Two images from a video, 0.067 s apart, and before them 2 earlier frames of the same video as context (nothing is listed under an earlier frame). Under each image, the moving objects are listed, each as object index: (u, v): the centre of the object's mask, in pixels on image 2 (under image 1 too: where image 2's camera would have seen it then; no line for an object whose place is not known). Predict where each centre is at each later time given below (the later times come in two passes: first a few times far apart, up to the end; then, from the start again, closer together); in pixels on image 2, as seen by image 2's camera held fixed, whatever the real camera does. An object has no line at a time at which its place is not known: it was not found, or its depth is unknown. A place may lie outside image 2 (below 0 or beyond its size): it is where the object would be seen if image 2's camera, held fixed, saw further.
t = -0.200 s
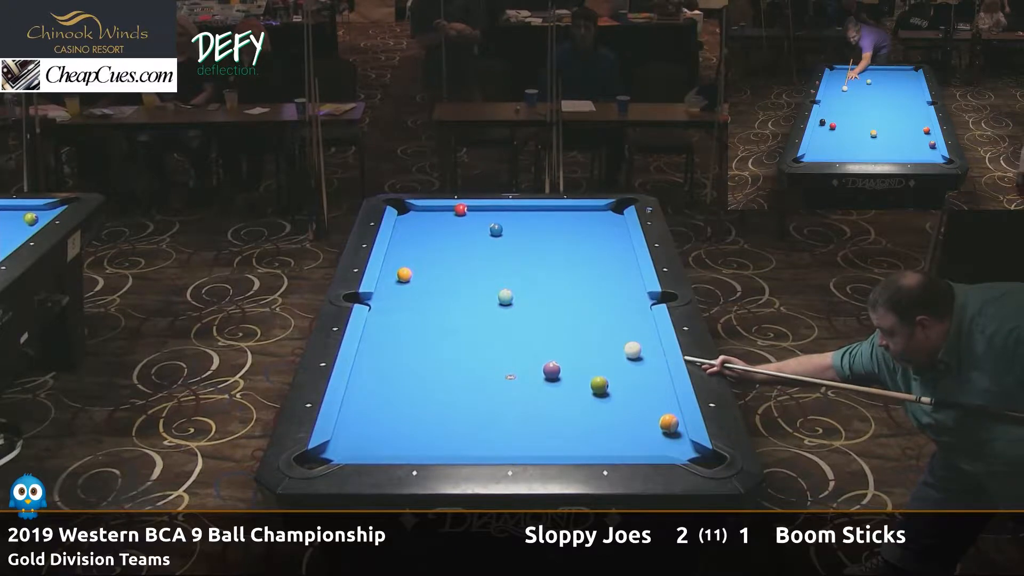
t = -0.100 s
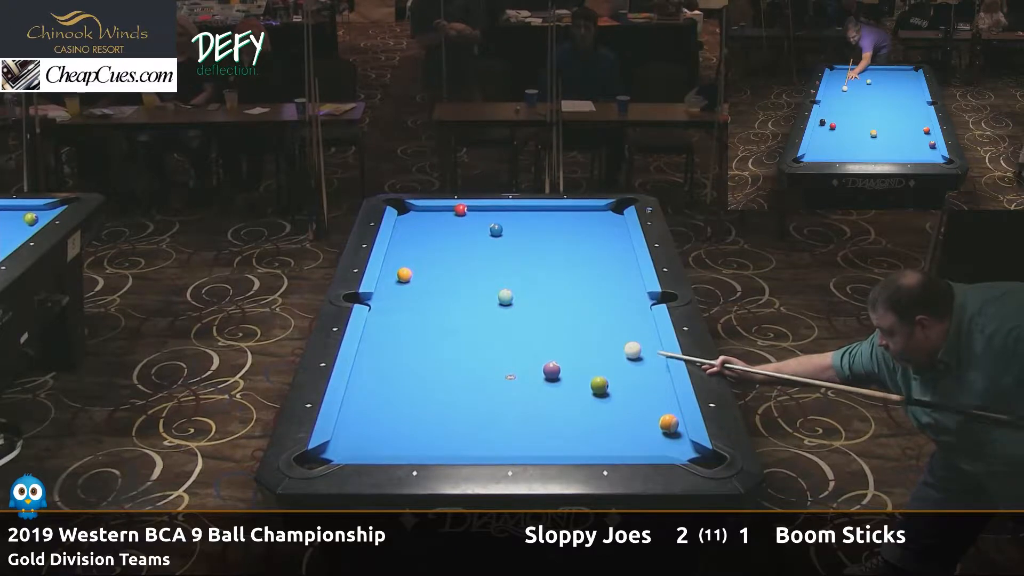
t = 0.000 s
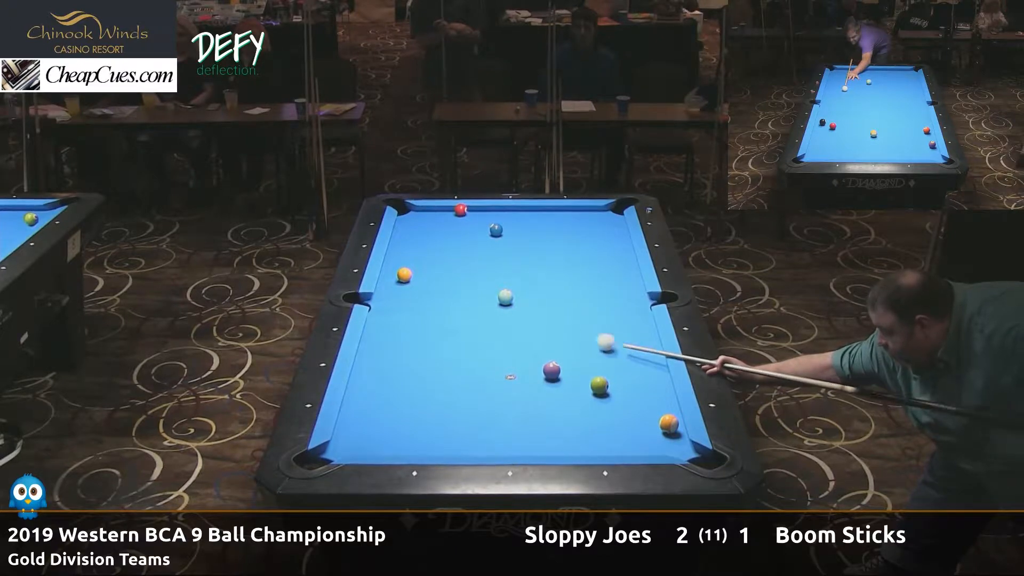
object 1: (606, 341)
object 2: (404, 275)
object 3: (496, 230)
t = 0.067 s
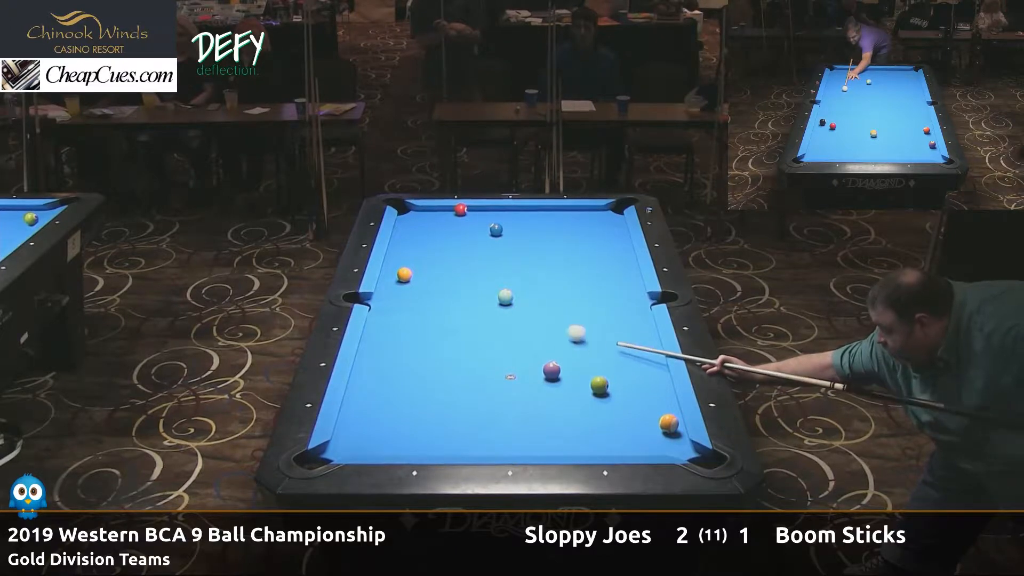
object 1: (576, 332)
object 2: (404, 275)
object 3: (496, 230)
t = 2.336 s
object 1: (577, 238)
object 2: (436, 213)
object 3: (496, 230)
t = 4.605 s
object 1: (476, 238)
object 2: (439, 224)
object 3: (468, 222)
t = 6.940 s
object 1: (472, 240)
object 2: (440, 224)
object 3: (463, 222)
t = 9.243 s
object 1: (472, 240)
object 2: (439, 224)
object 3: (463, 222)
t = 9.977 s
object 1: (472, 240)
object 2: (440, 224)
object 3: (463, 222)
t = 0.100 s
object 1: (562, 329)
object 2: (404, 275)
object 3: (496, 230)
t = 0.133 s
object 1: (549, 325)
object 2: (404, 275)
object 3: (496, 230)
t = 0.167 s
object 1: (536, 321)
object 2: (404, 275)
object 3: (496, 230)
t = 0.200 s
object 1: (522, 317)
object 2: (404, 275)
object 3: (496, 230)
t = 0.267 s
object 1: (497, 309)
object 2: (404, 275)
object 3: (496, 230)
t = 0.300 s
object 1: (485, 306)
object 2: (404, 275)
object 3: (496, 230)
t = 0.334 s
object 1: (473, 302)
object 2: (404, 275)
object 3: (496, 230)
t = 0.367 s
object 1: (460, 298)
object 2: (404, 275)
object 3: (496, 230)
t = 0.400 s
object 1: (449, 295)
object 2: (404, 275)
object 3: (496, 230)
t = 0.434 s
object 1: (437, 291)
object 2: (404, 275)
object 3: (496, 230)
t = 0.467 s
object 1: (426, 288)
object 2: (404, 275)
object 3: (496, 230)
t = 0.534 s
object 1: (404, 282)
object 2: (404, 272)
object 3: (496, 230)
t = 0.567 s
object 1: (392, 280)
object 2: (405, 273)
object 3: (496, 230)
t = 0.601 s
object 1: (387, 279)
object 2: (406, 272)
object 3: (496, 230)
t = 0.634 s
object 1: (396, 278)
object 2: (407, 270)
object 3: (496, 230)
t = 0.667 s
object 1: (404, 277)
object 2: (408, 266)
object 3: (496, 230)
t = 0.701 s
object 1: (413, 276)
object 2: (407, 265)
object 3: (496, 230)
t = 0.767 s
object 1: (427, 273)
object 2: (410, 265)
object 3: (496, 230)
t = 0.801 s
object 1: (434, 272)
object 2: (410, 263)
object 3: (496, 230)
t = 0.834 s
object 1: (441, 271)
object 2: (411, 262)
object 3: (496, 230)
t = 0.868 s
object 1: (448, 270)
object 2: (412, 260)
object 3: (496, 230)
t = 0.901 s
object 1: (454, 269)
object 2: (413, 259)
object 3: (496, 230)
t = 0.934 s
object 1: (461, 268)
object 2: (413, 258)
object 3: (496, 230)
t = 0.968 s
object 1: (468, 267)
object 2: (414, 256)
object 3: (496, 230)
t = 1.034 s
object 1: (481, 265)
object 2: (416, 254)
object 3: (496, 230)
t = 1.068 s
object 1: (487, 264)
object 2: (416, 252)
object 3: (496, 230)
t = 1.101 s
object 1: (494, 263)
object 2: (417, 251)
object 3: (496, 230)
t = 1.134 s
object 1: (500, 262)
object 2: (418, 250)
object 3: (496, 230)
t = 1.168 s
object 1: (507, 261)
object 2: (418, 248)
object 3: (496, 230)
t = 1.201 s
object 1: (513, 260)
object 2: (419, 247)
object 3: (496, 230)
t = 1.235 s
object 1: (520, 259)
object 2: (419, 246)
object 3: (496, 230)
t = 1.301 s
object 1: (532, 257)
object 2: (421, 244)
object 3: (496, 230)
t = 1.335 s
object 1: (538, 256)
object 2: (421, 242)
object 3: (496, 230)
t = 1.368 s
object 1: (544, 255)
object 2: (422, 241)
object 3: (496, 230)
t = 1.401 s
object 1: (551, 254)
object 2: (423, 240)
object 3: (496, 230)
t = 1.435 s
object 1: (556, 253)
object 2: (423, 239)
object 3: (496, 230)
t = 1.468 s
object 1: (562, 252)
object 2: (424, 238)
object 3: (496, 230)
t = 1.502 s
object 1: (568, 251)
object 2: (425, 237)
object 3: (496, 230)
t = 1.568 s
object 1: (580, 249)
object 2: (426, 235)
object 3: (496, 230)
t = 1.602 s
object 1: (585, 248)
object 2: (426, 233)
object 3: (496, 230)
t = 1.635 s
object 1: (591, 247)
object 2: (427, 233)
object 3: (496, 230)
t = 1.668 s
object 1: (597, 247)
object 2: (427, 231)
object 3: (496, 230)
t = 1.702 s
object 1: (603, 246)
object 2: (428, 230)
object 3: (496, 230)
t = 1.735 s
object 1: (608, 245)
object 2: (428, 229)
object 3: (496, 230)
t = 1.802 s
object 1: (619, 243)
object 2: (429, 228)
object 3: (496, 230)
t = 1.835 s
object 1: (624, 242)
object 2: (430, 227)
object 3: (496, 230)
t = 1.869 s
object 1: (622, 242)
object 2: (430, 225)
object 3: (496, 230)
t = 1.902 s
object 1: (618, 242)
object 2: (431, 225)
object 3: (496, 230)
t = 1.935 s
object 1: (615, 242)
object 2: (431, 224)
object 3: (496, 230)
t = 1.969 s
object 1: (612, 241)
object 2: (432, 223)
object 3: (496, 230)
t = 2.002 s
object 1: (608, 241)
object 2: (432, 222)
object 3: (496, 230)
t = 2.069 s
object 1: (602, 240)
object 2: (433, 220)
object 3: (496, 230)
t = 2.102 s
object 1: (599, 240)
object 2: (433, 220)
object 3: (496, 230)
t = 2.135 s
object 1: (596, 240)
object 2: (434, 218)
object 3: (496, 230)
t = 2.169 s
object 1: (592, 239)
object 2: (434, 218)
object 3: (496, 230)
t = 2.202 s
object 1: (589, 239)
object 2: (435, 217)
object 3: (496, 230)
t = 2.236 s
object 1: (586, 239)
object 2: (435, 216)
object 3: (496, 230)
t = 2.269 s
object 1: (583, 239)
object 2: (435, 215)
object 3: (496, 230)
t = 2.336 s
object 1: (577, 238)
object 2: (436, 213)
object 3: (496, 230)
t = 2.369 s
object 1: (574, 238)
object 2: (436, 213)
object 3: (496, 230)
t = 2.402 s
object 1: (571, 238)
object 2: (437, 212)
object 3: (496, 230)
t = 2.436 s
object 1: (568, 237)
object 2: (437, 211)
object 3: (496, 230)
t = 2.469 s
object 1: (565, 237)
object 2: (437, 211)
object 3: (496, 230)
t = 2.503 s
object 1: (563, 237)
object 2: (438, 210)
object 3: (496, 230)
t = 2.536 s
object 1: (560, 237)
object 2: (438, 209)
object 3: (496, 230)
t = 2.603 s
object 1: (554, 236)
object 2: (438, 209)
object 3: (496, 230)
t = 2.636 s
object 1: (552, 236)
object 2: (438, 210)
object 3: (496, 230)
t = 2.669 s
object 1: (549, 236)
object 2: (438, 210)
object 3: (496, 230)
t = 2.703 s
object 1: (546, 236)
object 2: (438, 211)
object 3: (496, 230)
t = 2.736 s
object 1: (543, 236)
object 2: (438, 211)
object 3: (496, 230)
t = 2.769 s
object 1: (540, 235)
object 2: (438, 211)
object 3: (496, 230)
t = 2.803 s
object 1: (538, 235)
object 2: (438, 211)
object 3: (496, 230)
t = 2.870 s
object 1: (532, 235)
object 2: (438, 212)
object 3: (496, 230)
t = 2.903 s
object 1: (530, 235)
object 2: (438, 213)
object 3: (496, 230)
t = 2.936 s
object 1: (527, 234)
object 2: (438, 213)
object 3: (496, 230)
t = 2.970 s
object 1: (525, 234)
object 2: (438, 213)
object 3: (496, 230)
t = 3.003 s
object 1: (522, 234)
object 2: (438, 214)
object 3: (496, 230)
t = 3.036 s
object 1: (520, 234)
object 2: (438, 214)
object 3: (496, 230)
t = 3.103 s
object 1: (515, 233)
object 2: (439, 215)
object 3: (496, 230)
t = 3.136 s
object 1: (512, 233)
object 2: (439, 215)
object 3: (496, 230)
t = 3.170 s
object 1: (510, 233)
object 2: (439, 215)
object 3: (496, 230)
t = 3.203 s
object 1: (508, 233)
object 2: (439, 216)
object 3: (495, 230)
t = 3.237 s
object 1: (505, 233)
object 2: (439, 216)
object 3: (495, 229)
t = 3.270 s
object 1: (504, 233)
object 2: (439, 216)
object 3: (493, 229)
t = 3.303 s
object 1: (503, 233)
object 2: (439, 217)
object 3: (493, 229)
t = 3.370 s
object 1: (501, 234)
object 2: (439, 218)
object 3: (491, 229)
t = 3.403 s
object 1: (500, 234)
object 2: (439, 218)
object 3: (490, 228)
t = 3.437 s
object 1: (499, 234)
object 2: (439, 218)
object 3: (489, 228)
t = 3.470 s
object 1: (498, 234)
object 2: (439, 218)
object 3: (488, 228)
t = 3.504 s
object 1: (497, 234)
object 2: (439, 219)
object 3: (487, 227)
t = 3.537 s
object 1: (497, 235)
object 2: (439, 219)
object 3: (487, 227)
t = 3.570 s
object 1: (496, 235)
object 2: (439, 219)
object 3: (486, 227)
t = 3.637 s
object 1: (494, 235)
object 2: (439, 220)
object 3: (484, 226)
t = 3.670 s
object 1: (493, 235)
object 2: (439, 220)
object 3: (484, 226)
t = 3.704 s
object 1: (492, 235)
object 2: (439, 220)
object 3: (483, 226)
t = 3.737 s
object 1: (491, 236)
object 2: (439, 220)
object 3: (482, 226)
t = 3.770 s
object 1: (490, 236)
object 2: (439, 221)
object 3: (482, 225)
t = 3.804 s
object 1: (490, 236)
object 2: (439, 221)
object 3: (481, 225)
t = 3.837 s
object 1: (489, 236)
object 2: (439, 221)
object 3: (480, 225)
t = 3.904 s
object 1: (487, 236)
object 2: (439, 221)
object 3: (479, 225)
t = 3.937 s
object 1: (487, 236)
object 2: (439, 221)
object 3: (478, 225)
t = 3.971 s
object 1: (486, 237)
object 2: (439, 222)
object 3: (478, 225)
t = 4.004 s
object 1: (485, 237)
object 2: (439, 222)
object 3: (477, 225)
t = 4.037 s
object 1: (485, 237)
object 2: (439, 222)
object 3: (477, 225)
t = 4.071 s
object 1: (484, 237)
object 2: (439, 222)
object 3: (476, 224)
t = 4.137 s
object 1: (483, 237)
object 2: (439, 222)
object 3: (475, 224)
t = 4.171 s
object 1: (482, 237)
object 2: (439, 223)
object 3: (474, 224)
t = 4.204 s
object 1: (481, 237)
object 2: (439, 223)
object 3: (474, 224)
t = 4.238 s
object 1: (481, 237)
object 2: (439, 223)
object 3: (473, 224)
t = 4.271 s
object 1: (480, 237)
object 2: (439, 223)
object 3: (473, 224)
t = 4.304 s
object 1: (480, 238)
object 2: (439, 223)
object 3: (472, 224)
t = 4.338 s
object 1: (479, 238)
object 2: (439, 223)
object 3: (472, 224)
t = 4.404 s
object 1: (478, 238)
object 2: (439, 223)
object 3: (471, 223)
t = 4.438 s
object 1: (477, 238)
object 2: (439, 223)
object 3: (471, 223)
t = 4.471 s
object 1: (477, 238)
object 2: (439, 223)
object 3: (470, 223)
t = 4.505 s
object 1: (477, 238)
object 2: (439, 223)
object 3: (469, 222)
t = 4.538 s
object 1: (476, 238)
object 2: (439, 224)
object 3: (469, 222)
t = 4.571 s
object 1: (476, 238)
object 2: (439, 224)
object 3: (469, 222)
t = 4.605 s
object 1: (476, 238)
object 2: (439, 224)
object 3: (468, 222)
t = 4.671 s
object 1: (475, 238)
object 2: (439, 224)
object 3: (468, 222)
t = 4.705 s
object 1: (475, 238)
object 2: (439, 224)
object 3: (467, 222)
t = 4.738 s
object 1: (474, 239)
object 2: (439, 224)
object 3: (467, 222)
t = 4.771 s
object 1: (474, 239)
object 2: (439, 224)
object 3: (466, 222)
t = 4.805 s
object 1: (473, 239)
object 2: (439, 224)
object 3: (466, 222)
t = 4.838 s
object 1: (473, 239)
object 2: (439, 224)
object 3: (466, 222)
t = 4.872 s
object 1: (473, 239)
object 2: (439, 224)
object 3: (466, 222)
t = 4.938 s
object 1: (473, 239)
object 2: (439, 224)
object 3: (465, 222)
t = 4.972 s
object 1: (473, 239)
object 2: (439, 224)
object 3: (465, 222)
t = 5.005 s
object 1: (472, 239)
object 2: (439, 224)
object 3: (465, 222)
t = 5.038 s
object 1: (472, 239)
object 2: (439, 224)
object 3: (464, 222)
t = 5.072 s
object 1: (472, 239)
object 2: (439, 224)
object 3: (464, 222)
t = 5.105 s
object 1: (472, 239)
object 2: (439, 224)
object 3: (464, 222)
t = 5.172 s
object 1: (472, 239)
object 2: (439, 224)
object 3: (464, 222)
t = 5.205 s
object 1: (472, 239)
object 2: (439, 224)
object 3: (463, 222)
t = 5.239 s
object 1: (472, 239)
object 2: (439, 224)
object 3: (463, 222)
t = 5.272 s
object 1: (472, 239)
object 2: (440, 224)
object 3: (463, 222)
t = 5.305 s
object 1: (472, 239)
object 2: (440, 224)
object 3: (463, 222)
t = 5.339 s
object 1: (472, 239)
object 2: (440, 224)
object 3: (463, 222)
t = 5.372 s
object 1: (472, 239)
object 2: (440, 224)
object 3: (463, 222)
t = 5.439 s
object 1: (472, 239)
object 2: (440, 224)
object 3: (463, 222)
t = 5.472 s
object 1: (472, 239)
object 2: (440, 224)
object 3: (463, 222)
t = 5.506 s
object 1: (472, 239)
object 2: (440, 224)
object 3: (463, 222)
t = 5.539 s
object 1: (472, 239)
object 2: (440, 224)
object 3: (463, 222)
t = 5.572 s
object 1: (472, 239)
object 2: (439, 224)
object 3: (463, 222)
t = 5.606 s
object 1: (472, 239)
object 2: (439, 224)
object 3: (463, 222)
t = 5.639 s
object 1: (472, 239)
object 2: (439, 224)
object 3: (463, 222)
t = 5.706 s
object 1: (472, 239)
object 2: (440, 224)
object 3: (463, 222)
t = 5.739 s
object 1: (472, 239)
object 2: (440, 224)
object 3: (463, 222)
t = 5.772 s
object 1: (472, 239)
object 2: (440, 224)
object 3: (463, 222)
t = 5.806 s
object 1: (472, 240)
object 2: (440, 224)
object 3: (463, 222)
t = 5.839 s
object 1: (472, 240)
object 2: (440, 224)
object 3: (463, 222)
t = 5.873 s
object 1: (472, 239)
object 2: (440, 224)
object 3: (463, 222)
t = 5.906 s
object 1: (472, 240)
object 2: (440, 224)
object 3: (463, 222)
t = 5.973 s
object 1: (472, 240)
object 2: (440, 224)
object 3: (463, 222)
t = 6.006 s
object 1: (472, 240)
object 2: (440, 224)
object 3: (463, 222)
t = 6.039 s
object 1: (472, 240)
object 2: (440, 224)
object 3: (463, 222)
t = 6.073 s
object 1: (472, 240)
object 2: (440, 224)
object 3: (463, 222)
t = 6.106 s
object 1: (472, 240)
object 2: (440, 224)
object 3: (463, 222)
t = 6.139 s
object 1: (472, 239)
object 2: (440, 224)
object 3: (463, 222)
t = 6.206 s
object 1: (472, 240)
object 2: (440, 224)
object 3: (463, 222)
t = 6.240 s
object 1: (472, 240)
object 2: (440, 224)
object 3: (463, 222)
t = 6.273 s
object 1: (472, 240)
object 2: (440, 224)
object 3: (463, 222)
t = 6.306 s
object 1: (472, 240)
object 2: (440, 224)
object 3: (463, 222)
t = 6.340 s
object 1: (472, 240)
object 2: (440, 224)
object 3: (463, 222)
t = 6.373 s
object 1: (472, 240)
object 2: (440, 224)
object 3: (463, 222)
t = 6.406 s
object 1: (472, 240)
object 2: (440, 224)
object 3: (463, 222)
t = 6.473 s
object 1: (472, 240)
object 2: (440, 224)
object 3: (463, 222)
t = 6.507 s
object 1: (472, 240)
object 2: (440, 224)
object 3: (463, 222)
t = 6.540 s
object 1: (472, 240)
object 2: (440, 224)
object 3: (463, 222)
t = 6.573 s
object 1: (472, 240)
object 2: (440, 224)
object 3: (463, 222)
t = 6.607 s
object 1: (472, 240)
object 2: (440, 224)
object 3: (463, 222)
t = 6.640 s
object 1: (472, 240)
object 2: (440, 224)
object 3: (463, 222)
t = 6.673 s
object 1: (472, 240)
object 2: (440, 224)
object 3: (463, 222)
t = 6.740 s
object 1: (472, 240)
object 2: (440, 224)
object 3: (463, 222)
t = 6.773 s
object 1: (472, 240)
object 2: (440, 224)
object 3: (463, 222)
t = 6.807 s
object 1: (472, 240)
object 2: (440, 224)
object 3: (463, 222)
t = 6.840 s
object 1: (472, 240)
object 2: (440, 224)
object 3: (463, 222)
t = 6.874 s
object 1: (472, 240)
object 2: (440, 224)
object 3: (463, 222)
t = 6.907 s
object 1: (472, 240)
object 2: (440, 224)
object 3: (463, 222)
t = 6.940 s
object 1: (472, 240)
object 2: (440, 224)
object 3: (463, 222)
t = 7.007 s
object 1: (472, 240)
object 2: (440, 224)
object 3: (463, 222)
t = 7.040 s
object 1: (472, 240)
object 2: (440, 224)
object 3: (463, 222)
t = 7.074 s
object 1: (472, 240)
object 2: (440, 224)
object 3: (463, 222)
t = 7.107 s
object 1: (472, 240)
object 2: (440, 224)
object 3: (463, 222)
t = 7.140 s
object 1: (472, 240)
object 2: (440, 224)
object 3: (463, 222)
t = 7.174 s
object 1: (472, 240)
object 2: (440, 224)
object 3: (463, 222)
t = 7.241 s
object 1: (472, 239)
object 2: (440, 224)
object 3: (463, 222)
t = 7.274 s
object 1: (472, 240)
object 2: (440, 224)
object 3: (463, 222)
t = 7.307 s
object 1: (472, 240)
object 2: (440, 224)
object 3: (463, 222)
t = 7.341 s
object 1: (472, 240)
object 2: (440, 224)
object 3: (463, 222)
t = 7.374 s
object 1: (472, 240)
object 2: (440, 224)
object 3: (463, 222)
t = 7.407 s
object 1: (472, 240)
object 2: (440, 224)
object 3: (463, 222)
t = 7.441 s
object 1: (472, 240)
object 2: (440, 224)
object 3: (463, 222)
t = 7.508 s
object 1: (472, 239)
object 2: (440, 224)
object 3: (463, 222)
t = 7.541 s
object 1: (472, 240)
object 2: (440, 224)
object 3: (463, 222)
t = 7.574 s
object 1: (472, 240)
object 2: (440, 224)
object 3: (463, 222)
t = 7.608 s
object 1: (472, 239)
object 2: (440, 224)
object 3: (463, 222)
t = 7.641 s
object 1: (472, 239)
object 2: (440, 224)
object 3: (463, 222)
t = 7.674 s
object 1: (472, 240)
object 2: (440, 224)
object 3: (463, 222)
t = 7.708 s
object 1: (472, 240)
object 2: (440, 224)
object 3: (463, 222)
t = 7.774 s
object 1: (472, 240)
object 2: (440, 224)
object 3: (463, 222)
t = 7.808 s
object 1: (472, 240)
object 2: (440, 224)
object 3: (463, 222)
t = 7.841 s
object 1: (472, 240)
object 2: (440, 224)
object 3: (463, 222)
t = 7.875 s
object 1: (472, 240)
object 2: (440, 224)
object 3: (463, 222)
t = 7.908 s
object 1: (472, 240)
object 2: (440, 224)
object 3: (463, 222)
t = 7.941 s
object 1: (472, 240)
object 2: (440, 224)
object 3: (463, 222)
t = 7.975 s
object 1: (472, 240)
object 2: (440, 224)
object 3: (463, 222)
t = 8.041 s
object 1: (472, 240)
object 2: (440, 224)
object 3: (463, 222)
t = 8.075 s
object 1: (472, 240)
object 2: (440, 224)
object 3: (463, 222)
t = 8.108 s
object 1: (472, 240)
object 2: (440, 224)
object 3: (463, 222)
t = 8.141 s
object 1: (472, 240)
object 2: (440, 224)
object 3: (463, 222)
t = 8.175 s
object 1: (472, 240)
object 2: (440, 224)
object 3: (463, 222)
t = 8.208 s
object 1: (472, 240)
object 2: (440, 224)
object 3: (463, 222)
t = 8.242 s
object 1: (472, 240)
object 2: (440, 224)
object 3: (463, 222)
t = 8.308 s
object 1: (472, 240)
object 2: (440, 224)
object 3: (463, 222)
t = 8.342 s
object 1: (472, 240)
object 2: (440, 224)
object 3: (463, 222)
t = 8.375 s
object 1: (472, 240)
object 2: (440, 224)
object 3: (463, 222)
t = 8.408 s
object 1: (472, 240)
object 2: (440, 224)
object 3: (463, 222)
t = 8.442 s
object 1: (472, 240)
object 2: (440, 224)
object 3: (463, 222)
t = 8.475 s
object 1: (472, 240)
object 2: (440, 224)
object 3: (463, 222)
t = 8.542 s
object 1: (472, 240)
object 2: (440, 224)
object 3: (463, 222)
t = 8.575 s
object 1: (472, 240)
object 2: (440, 224)
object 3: (463, 222)
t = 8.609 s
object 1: (472, 240)
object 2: (440, 224)
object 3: (463, 222)
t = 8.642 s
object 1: (472, 240)
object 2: (440, 224)
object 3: (463, 222)
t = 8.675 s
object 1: (472, 240)
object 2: (440, 224)
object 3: (463, 222)
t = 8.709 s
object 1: (472, 240)
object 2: (440, 224)
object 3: (463, 222)
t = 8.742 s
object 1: (472, 240)
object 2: (440, 224)
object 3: (463, 222)
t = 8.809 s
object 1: (472, 240)
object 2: (440, 224)
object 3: (463, 222)
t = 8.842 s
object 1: (472, 240)
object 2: (440, 224)
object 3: (463, 222)
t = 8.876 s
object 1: (472, 240)
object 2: (440, 224)
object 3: (463, 222)
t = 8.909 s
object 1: (472, 240)
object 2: (440, 224)
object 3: (463, 222)
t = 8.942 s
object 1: (472, 240)
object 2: (439, 224)
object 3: (463, 222)
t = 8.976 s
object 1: (472, 240)
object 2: (439, 224)
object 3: (463, 222)
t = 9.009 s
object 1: (472, 240)
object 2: (439, 224)
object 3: (463, 222)
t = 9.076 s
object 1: (472, 240)
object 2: (439, 224)
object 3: (463, 222)
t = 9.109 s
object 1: (472, 240)
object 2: (439, 224)
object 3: (463, 222)
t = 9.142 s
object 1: (472, 240)
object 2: (439, 224)
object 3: (463, 222)
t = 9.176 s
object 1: (472, 240)
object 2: (439, 224)
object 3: (463, 222)
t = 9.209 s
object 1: (472, 240)
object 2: (439, 224)
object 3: (463, 222)
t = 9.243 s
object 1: (472, 240)
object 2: (439, 224)
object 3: (463, 222)
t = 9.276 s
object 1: (472, 240)
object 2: (439, 224)
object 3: (463, 222)
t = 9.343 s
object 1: (472, 240)
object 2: (440, 224)
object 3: (463, 222)
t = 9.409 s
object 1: (472, 240)
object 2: (440, 224)
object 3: (463, 222)
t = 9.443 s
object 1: (472, 240)
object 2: (440, 224)
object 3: (463, 222)
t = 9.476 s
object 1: (472, 240)
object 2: (440, 224)
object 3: (463, 222)
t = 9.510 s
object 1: (472, 240)
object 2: (440, 224)
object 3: (463, 222)
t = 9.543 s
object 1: (472, 240)
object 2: (440, 224)
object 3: (463, 222)
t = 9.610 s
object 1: (472, 240)
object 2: (440, 224)
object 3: (463, 222)
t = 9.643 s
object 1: (472, 240)
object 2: (440, 224)
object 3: (463, 222)
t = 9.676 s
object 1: (472, 240)
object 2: (440, 224)
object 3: (463, 222)
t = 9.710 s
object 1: (472, 240)
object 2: (440, 224)
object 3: (463, 222)
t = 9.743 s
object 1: (472, 240)
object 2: (440, 224)
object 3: (463, 222)
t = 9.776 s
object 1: (472, 240)
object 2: (440, 224)
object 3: (463, 222)
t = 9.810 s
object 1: (472, 240)
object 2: (440, 224)
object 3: (463, 222)
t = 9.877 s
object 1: (472, 240)
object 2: (440, 224)
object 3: (463, 222)
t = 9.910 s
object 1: (472, 240)
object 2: (440, 224)
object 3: (463, 222)
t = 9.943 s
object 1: (472, 240)
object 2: (440, 224)
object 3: (463, 222)
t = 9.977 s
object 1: (472, 240)
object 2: (440, 224)
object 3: (463, 222)
